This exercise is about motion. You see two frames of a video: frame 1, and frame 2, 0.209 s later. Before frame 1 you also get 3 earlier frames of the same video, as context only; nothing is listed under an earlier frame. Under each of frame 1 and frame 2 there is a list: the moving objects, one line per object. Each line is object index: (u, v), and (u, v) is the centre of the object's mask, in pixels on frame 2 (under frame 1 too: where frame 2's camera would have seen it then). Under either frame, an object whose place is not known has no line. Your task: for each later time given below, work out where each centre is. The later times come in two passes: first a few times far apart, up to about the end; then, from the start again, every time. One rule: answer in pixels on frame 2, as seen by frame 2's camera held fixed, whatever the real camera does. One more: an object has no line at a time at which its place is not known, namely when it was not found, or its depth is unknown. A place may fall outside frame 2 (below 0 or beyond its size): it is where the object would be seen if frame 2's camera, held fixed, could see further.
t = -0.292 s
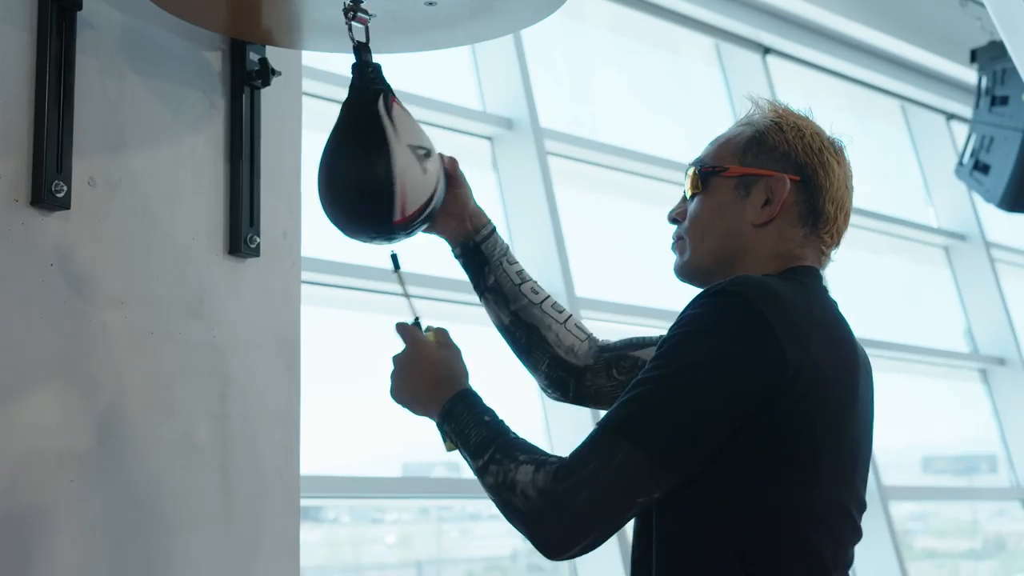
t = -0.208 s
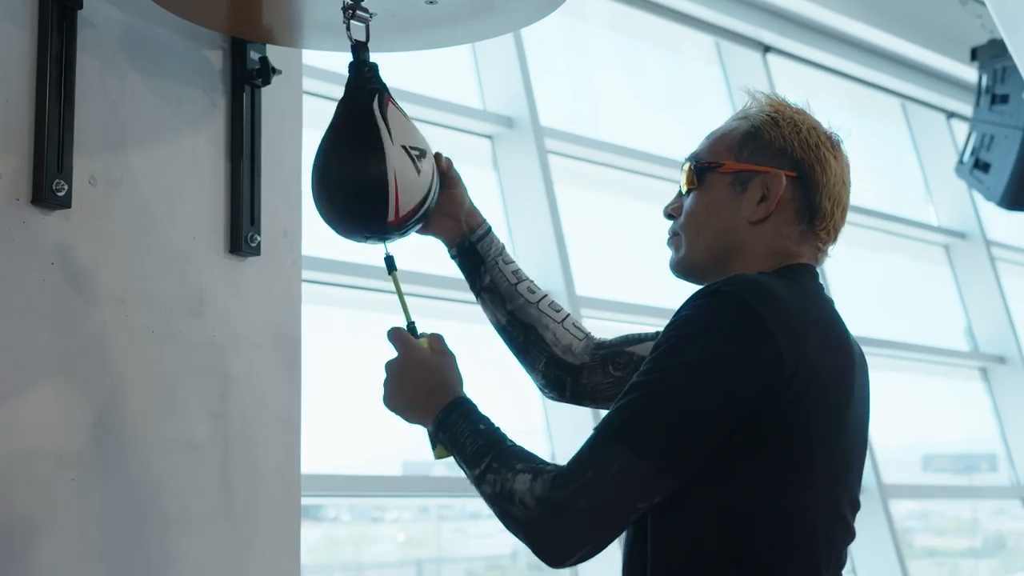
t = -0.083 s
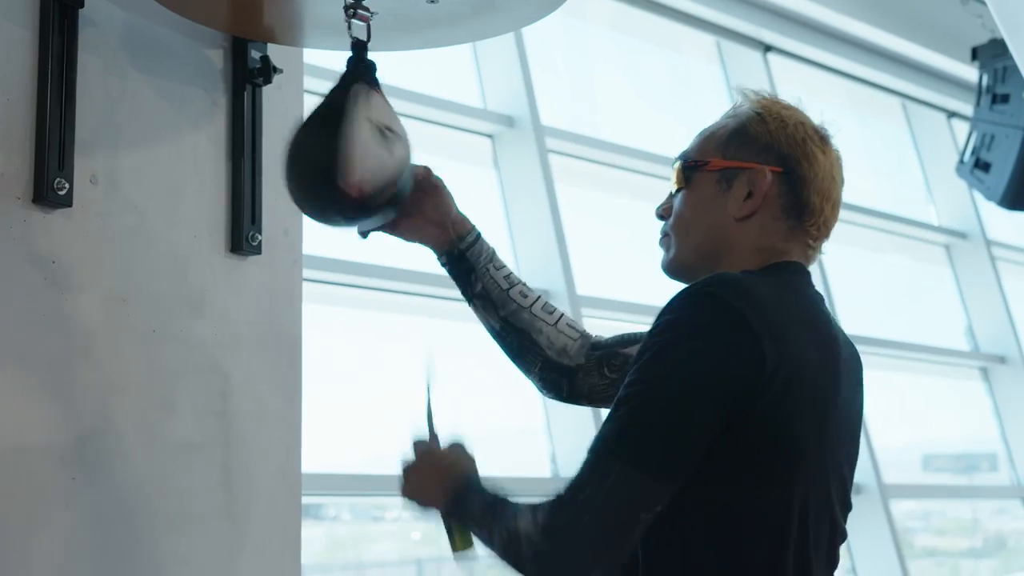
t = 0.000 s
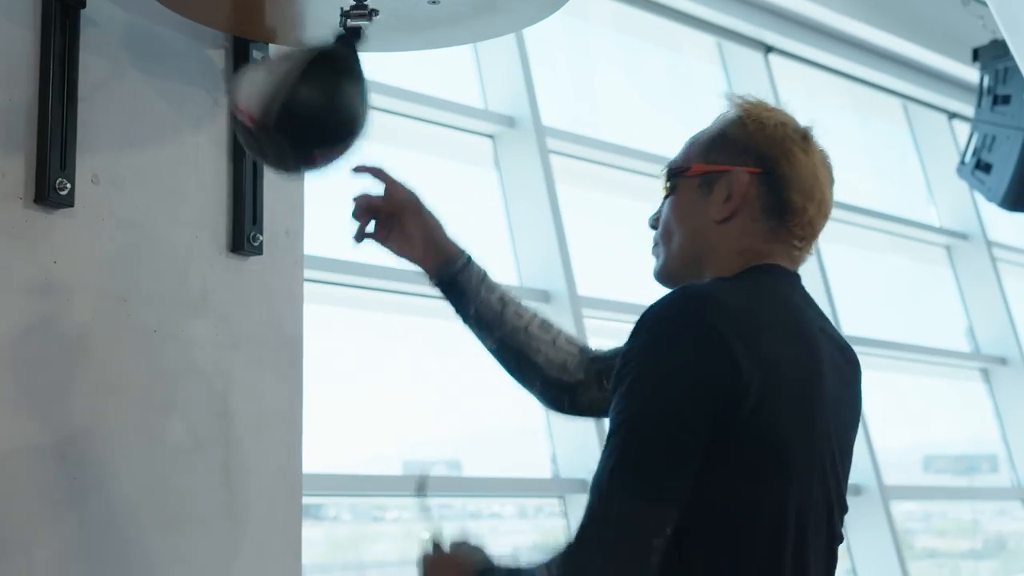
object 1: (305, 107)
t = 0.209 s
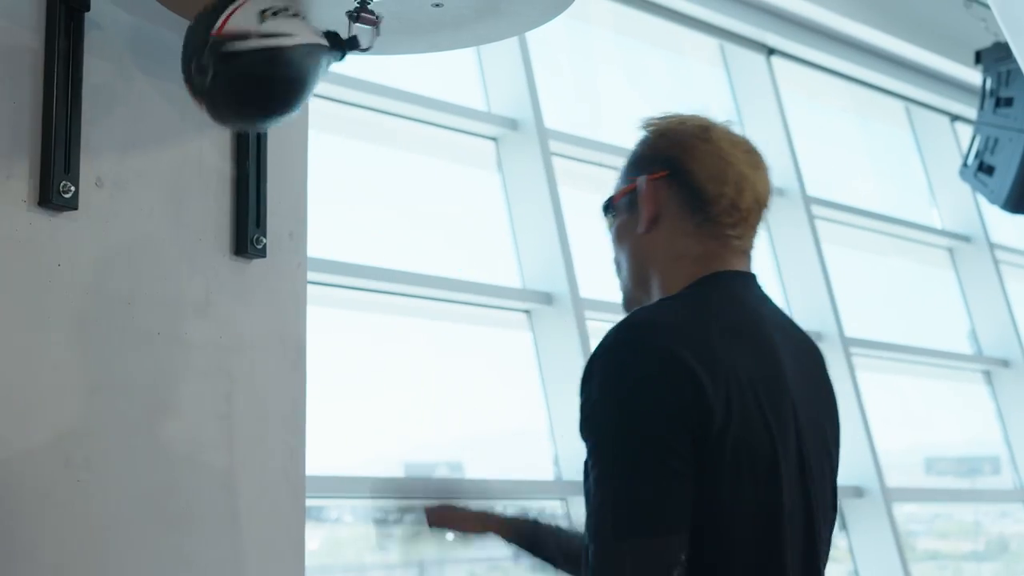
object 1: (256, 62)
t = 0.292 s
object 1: (261, 106)
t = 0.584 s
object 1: (458, 132)
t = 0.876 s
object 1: (438, 143)
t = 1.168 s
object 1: (247, 104)
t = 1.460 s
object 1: (361, 167)
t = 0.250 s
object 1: (258, 80)
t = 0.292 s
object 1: (261, 106)
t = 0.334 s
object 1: (278, 132)
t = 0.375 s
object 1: (306, 158)
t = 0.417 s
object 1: (349, 169)
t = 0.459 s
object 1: (379, 169)
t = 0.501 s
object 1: (411, 164)
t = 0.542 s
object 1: (439, 149)
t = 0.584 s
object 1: (458, 132)
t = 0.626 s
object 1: (470, 116)
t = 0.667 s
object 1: (477, 108)
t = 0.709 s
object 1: (480, 104)
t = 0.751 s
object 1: (480, 108)
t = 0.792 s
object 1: (474, 117)
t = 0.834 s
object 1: (461, 129)
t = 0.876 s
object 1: (438, 143)
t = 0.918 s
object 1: (404, 152)
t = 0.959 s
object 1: (366, 154)
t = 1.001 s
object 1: (327, 147)
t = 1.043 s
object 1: (292, 136)
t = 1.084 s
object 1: (267, 121)
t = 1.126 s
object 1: (253, 110)
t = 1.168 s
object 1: (247, 104)
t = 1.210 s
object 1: (246, 104)
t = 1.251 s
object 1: (249, 110)
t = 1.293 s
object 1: (260, 122)
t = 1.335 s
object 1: (275, 137)
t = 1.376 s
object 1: (299, 153)
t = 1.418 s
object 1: (329, 163)
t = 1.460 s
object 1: (361, 167)
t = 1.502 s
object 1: (392, 164)
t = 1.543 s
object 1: (420, 155)
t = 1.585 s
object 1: (443, 141)
